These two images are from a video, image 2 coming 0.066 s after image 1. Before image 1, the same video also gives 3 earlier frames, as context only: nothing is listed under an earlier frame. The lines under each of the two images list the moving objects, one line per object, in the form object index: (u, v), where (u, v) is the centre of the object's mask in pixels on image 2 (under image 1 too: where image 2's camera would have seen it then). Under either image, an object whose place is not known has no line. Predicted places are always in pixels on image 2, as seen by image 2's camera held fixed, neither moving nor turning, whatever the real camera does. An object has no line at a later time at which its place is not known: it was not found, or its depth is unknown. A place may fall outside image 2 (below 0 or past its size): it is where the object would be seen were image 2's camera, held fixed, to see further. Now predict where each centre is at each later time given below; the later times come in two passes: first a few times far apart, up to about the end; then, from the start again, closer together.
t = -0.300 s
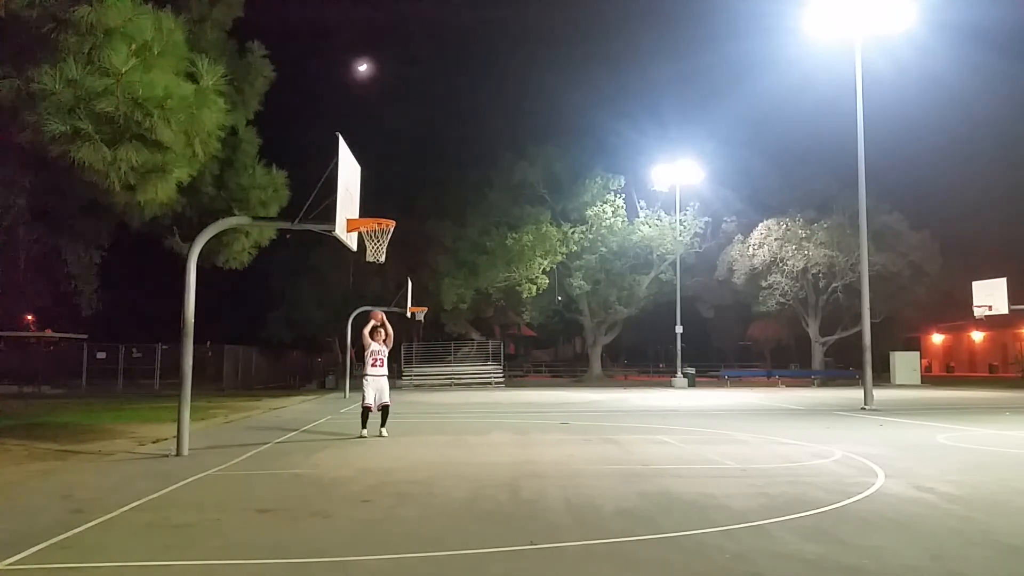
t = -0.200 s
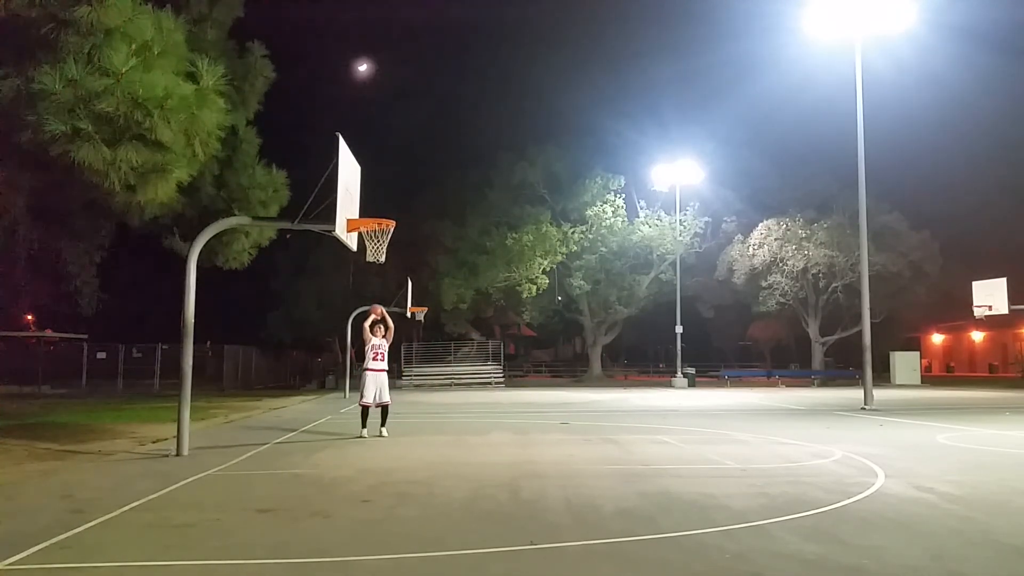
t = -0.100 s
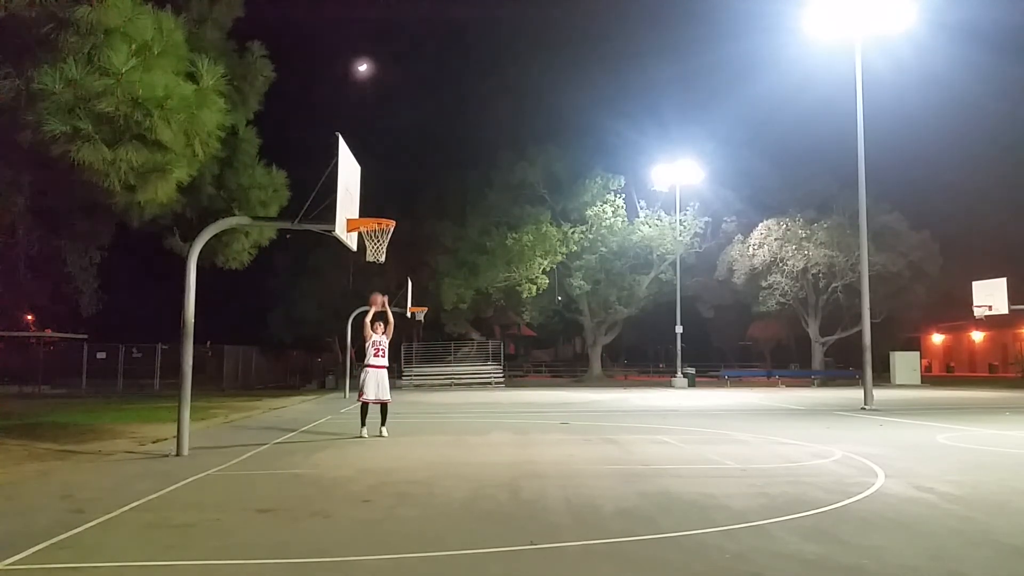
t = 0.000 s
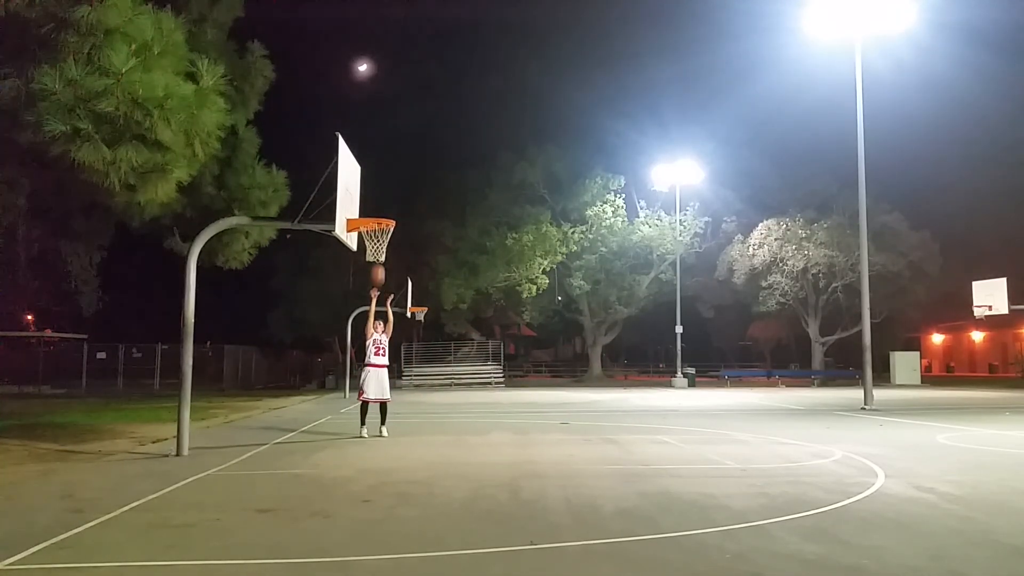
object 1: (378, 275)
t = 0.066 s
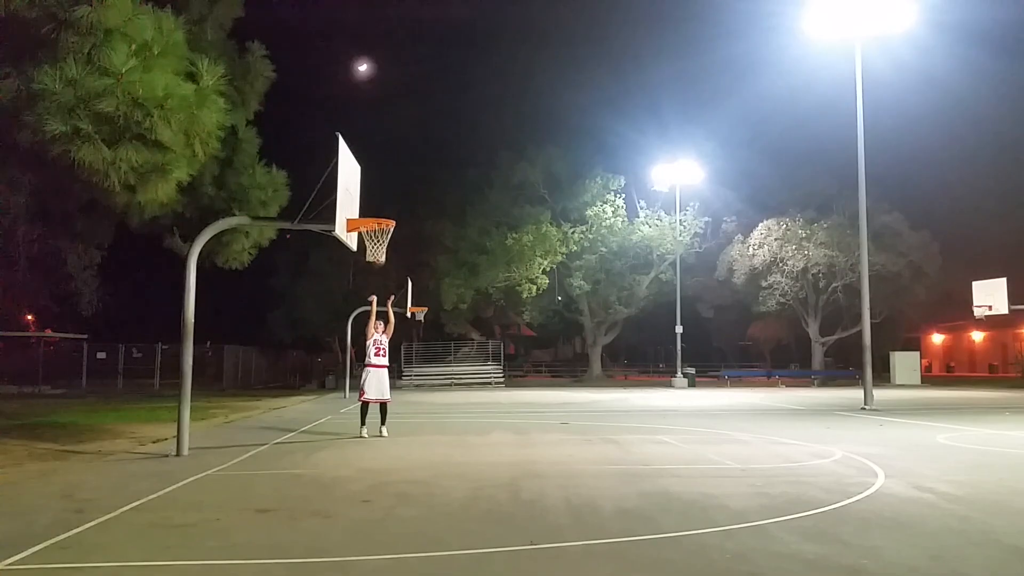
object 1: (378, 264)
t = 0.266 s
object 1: (380, 211)
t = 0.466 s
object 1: (380, 195)
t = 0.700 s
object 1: (381, 207)
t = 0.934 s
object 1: (371, 257)
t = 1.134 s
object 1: (363, 301)
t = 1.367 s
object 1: (348, 398)
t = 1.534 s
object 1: (339, 413)
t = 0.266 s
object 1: (380, 211)
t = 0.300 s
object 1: (380, 208)
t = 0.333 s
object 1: (380, 204)
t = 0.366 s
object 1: (380, 201)
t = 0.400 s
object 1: (380, 198)
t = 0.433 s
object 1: (380, 196)
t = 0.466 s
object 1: (380, 195)
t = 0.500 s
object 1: (380, 194)
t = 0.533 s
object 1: (380, 194)
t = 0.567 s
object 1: (380, 195)
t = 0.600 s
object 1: (380, 197)
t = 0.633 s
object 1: (381, 199)
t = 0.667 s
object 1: (381, 203)
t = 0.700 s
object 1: (381, 207)
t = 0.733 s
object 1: (381, 210)
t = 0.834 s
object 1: (380, 230)
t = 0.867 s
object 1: (379, 233)
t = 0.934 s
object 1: (371, 257)
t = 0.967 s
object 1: (370, 261)
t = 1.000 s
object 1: (369, 266)
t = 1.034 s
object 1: (368, 273)
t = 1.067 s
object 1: (366, 282)
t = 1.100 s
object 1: (365, 292)
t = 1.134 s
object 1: (363, 301)
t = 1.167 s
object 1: (361, 313)
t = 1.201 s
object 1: (359, 327)
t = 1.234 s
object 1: (358, 338)
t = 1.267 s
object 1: (355, 351)
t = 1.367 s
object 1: (348, 398)
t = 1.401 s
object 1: (345, 414)
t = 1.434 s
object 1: (341, 435)
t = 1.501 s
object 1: (339, 425)
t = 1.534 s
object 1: (339, 413)
